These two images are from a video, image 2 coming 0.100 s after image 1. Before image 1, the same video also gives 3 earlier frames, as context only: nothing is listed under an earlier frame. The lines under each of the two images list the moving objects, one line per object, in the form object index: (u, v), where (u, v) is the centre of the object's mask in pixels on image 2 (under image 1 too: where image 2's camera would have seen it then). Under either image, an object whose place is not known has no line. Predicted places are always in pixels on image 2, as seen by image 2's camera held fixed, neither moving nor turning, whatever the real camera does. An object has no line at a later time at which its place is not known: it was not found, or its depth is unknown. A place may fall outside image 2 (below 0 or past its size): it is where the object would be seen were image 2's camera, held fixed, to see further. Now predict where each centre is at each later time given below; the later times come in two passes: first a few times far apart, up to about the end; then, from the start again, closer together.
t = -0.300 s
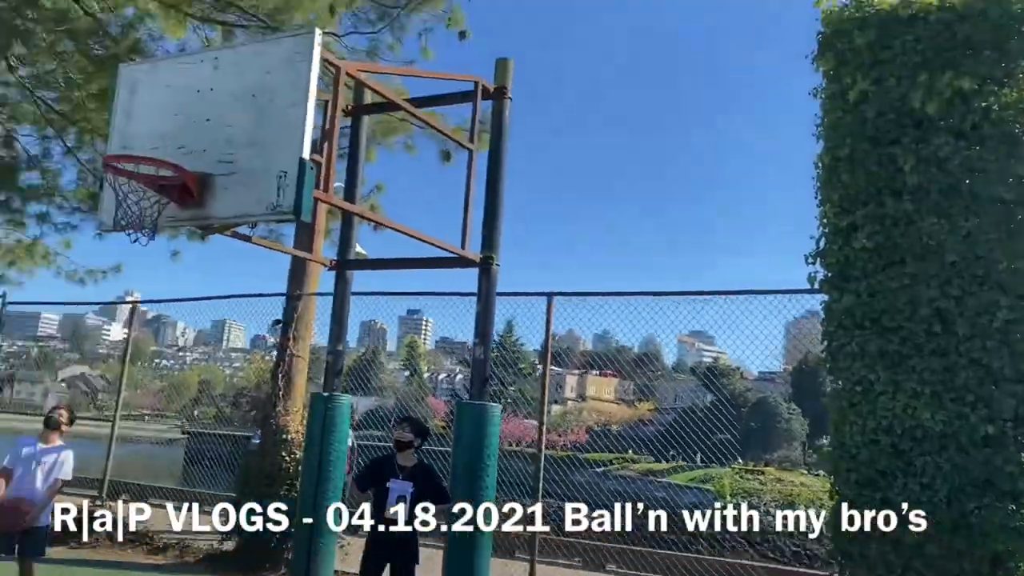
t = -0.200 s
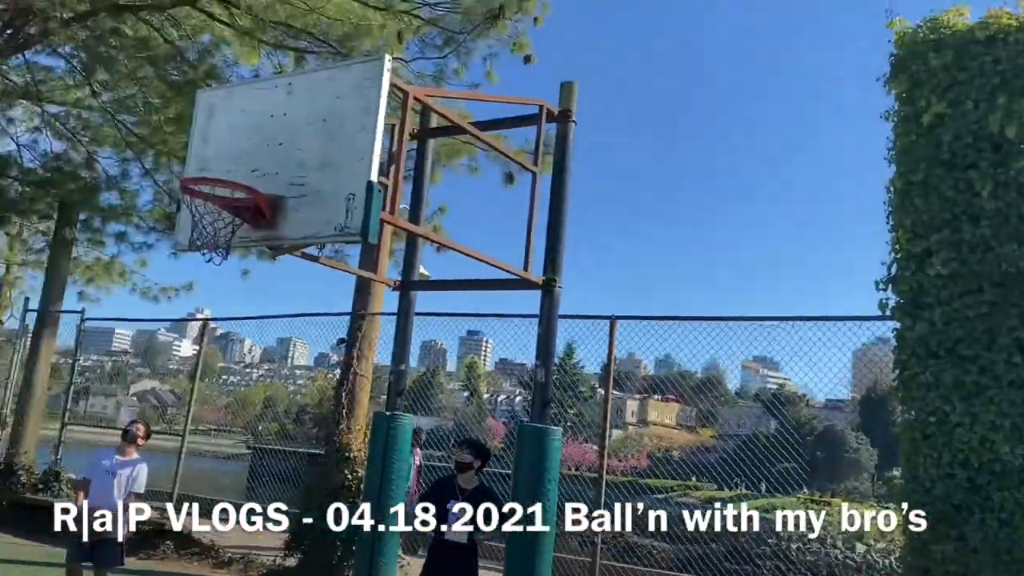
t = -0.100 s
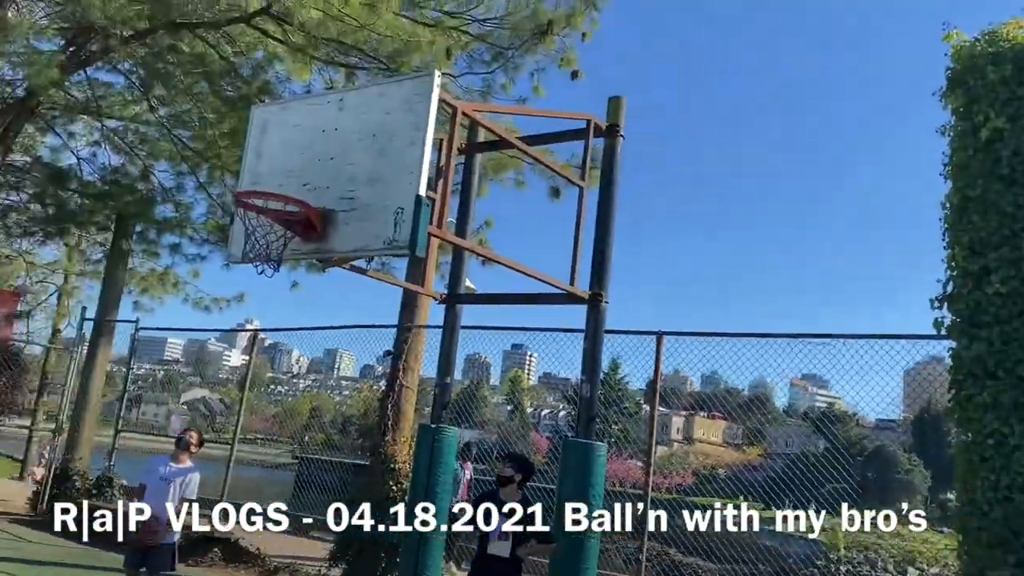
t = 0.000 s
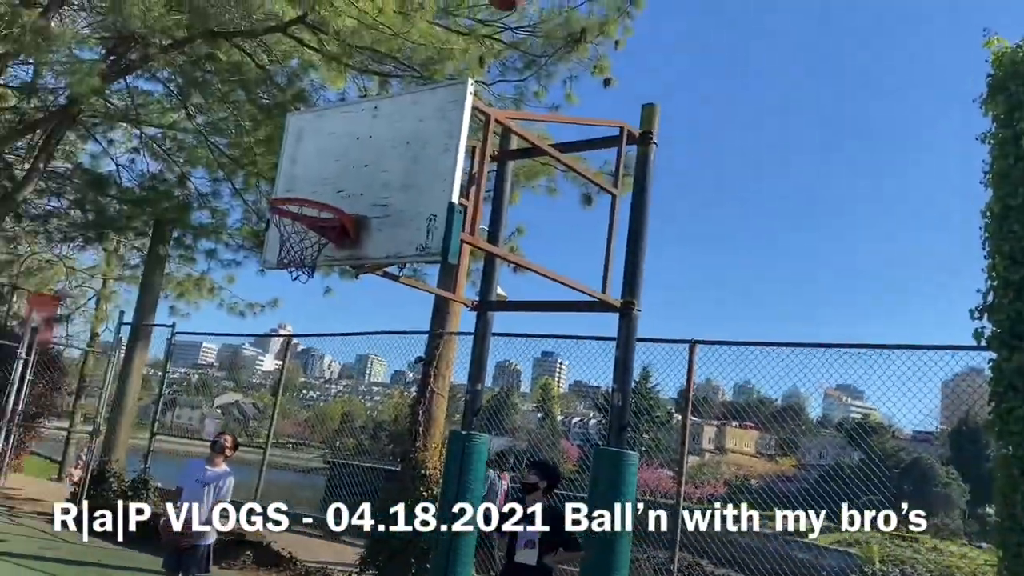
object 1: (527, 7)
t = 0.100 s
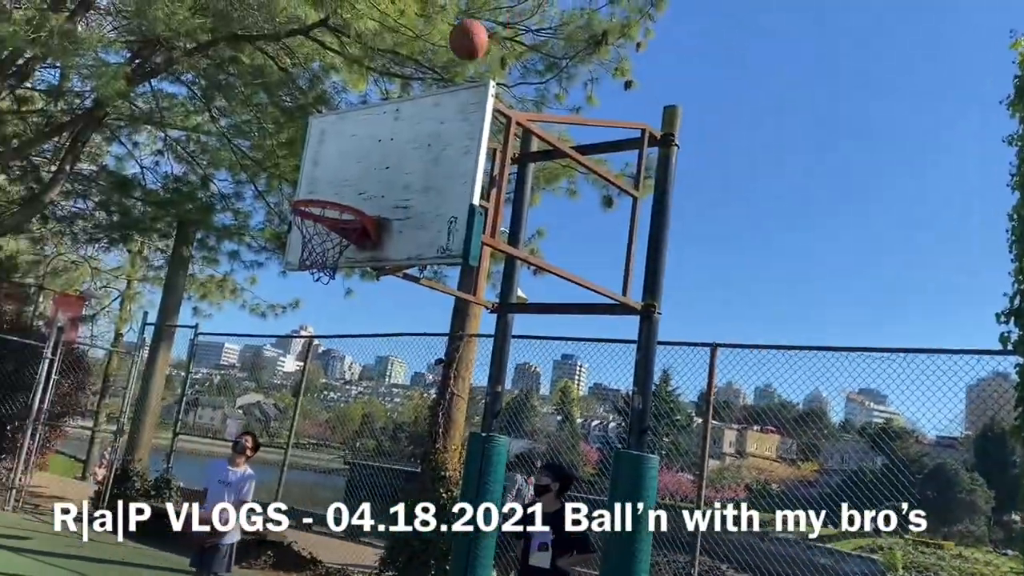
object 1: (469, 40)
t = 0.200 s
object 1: (412, 96)
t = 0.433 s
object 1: (315, 184)
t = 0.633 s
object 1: (276, 164)
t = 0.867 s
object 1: (217, 199)
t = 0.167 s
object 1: (431, 77)
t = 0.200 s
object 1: (412, 96)
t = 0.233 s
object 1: (394, 118)
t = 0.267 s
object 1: (376, 139)
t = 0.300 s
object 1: (358, 161)
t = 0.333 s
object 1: (341, 185)
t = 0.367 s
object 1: (326, 202)
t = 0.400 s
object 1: (321, 190)
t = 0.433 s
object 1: (315, 184)
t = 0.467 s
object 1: (308, 178)
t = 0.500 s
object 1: (304, 173)
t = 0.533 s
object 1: (300, 171)
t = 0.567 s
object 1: (291, 166)
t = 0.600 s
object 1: (286, 166)
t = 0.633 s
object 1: (276, 164)
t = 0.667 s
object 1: (269, 166)
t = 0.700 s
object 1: (261, 167)
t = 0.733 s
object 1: (253, 171)
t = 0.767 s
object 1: (244, 177)
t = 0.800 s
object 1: (235, 183)
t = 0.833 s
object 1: (226, 190)
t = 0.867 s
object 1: (217, 199)
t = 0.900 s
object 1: (208, 210)
